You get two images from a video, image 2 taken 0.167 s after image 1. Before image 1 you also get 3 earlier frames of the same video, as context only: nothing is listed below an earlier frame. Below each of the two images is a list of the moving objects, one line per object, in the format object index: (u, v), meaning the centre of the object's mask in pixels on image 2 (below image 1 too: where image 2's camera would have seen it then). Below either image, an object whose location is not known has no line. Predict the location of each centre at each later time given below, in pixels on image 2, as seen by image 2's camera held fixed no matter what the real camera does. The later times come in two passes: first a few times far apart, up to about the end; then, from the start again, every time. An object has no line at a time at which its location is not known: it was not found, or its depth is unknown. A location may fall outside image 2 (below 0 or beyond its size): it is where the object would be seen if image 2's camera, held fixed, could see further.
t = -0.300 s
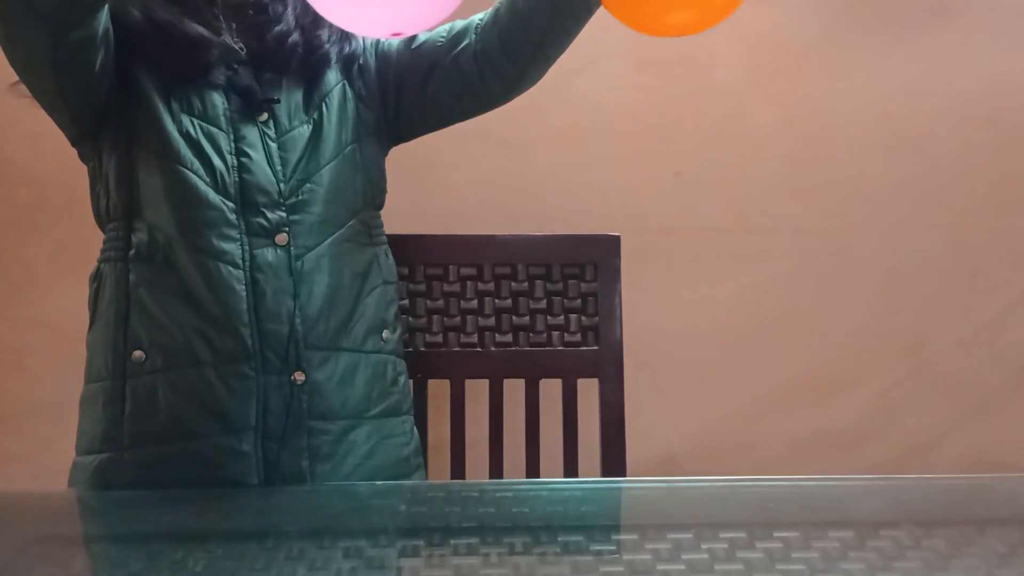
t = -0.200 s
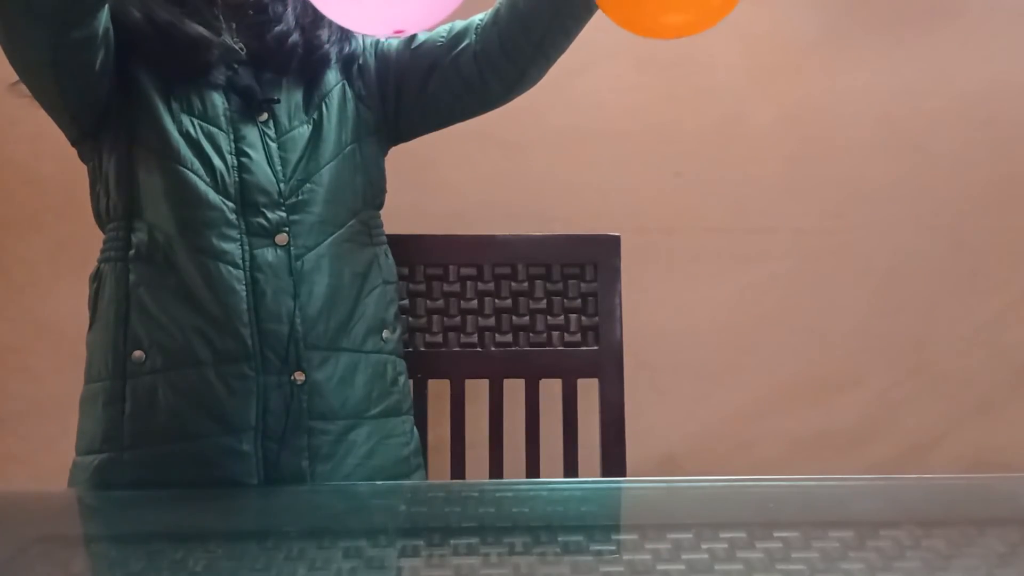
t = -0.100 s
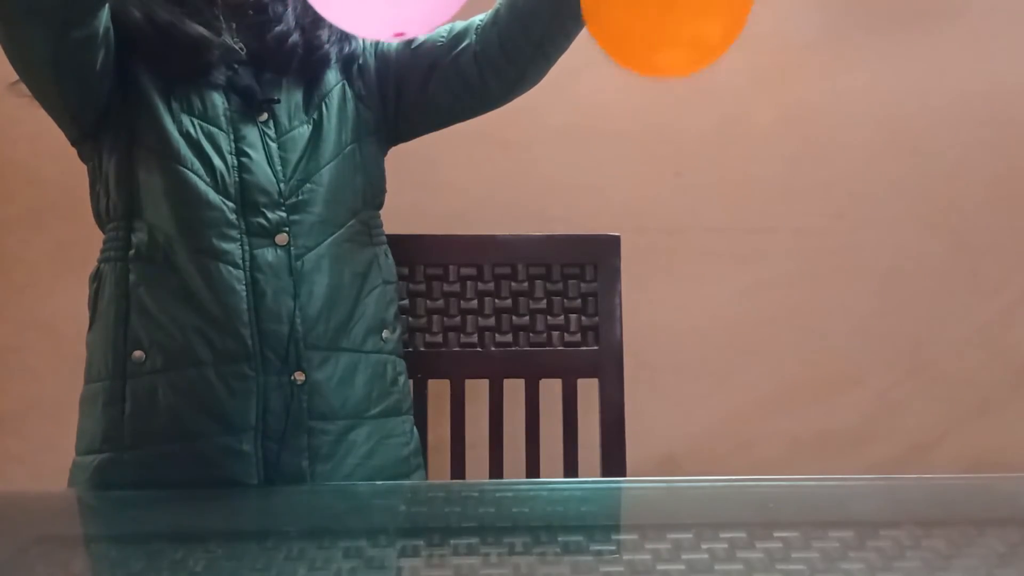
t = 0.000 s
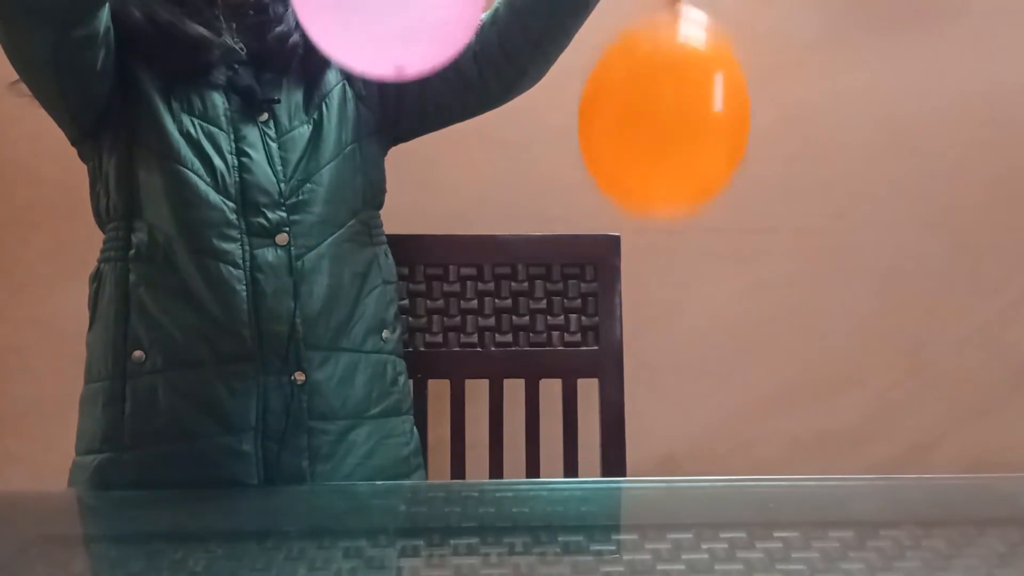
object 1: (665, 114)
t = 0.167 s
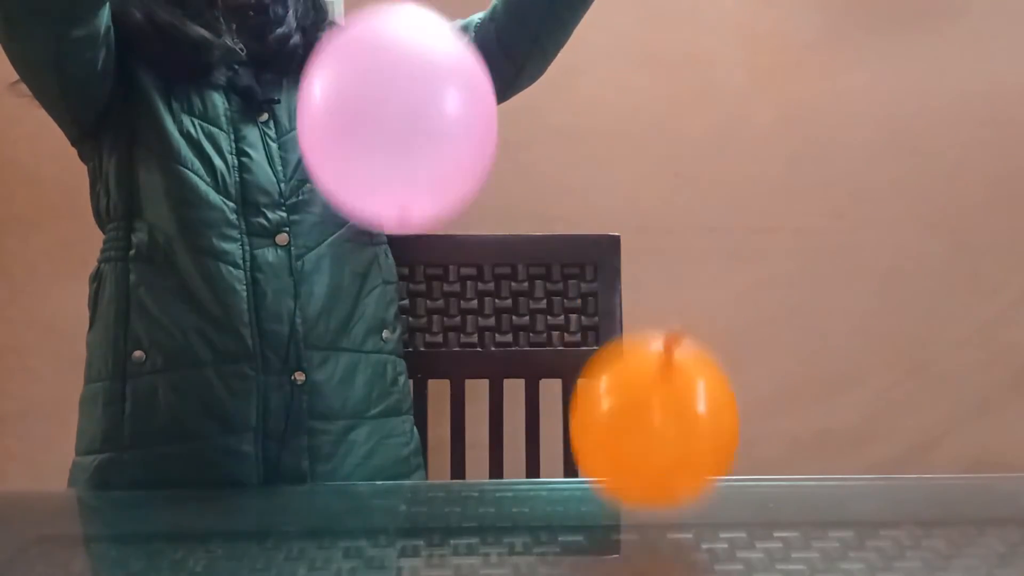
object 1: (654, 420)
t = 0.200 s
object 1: (652, 364)
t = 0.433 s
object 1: (641, 196)
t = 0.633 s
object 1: (638, 508)
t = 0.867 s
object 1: (776, 318)
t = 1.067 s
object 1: (855, 443)
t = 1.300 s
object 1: (848, 390)
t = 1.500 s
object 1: (826, 376)
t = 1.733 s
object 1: (768, 403)
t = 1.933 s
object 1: (699, 421)
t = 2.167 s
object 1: (663, 419)
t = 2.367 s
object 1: (664, 422)
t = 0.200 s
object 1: (652, 364)
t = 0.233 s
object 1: (650, 314)
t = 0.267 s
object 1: (650, 271)
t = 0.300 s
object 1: (648, 236)
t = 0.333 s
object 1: (647, 210)
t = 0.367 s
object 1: (645, 194)
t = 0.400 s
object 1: (643, 188)
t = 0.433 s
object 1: (641, 196)
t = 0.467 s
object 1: (640, 217)
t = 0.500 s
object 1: (639, 254)
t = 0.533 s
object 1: (638, 308)
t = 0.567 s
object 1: (637, 377)
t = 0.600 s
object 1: (638, 453)
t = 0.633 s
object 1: (638, 508)
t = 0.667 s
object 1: (657, 479)
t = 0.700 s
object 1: (677, 430)
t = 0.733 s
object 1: (696, 381)
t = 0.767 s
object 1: (715, 346)
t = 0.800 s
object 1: (736, 323)
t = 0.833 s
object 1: (757, 314)
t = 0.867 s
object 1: (776, 318)
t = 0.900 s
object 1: (795, 336)
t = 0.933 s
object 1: (814, 368)
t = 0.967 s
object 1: (831, 413)
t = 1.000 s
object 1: (846, 465)
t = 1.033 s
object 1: (856, 488)
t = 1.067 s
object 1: (855, 443)
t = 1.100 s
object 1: (855, 401)
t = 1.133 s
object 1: (853, 372)
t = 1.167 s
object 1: (852, 354)
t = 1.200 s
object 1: (852, 347)
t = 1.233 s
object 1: (851, 351)
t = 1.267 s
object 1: (849, 366)
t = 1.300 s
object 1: (848, 390)
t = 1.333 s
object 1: (846, 425)
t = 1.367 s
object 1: (845, 463)
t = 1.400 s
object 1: (841, 434)
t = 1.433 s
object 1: (836, 405)
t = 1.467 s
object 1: (831, 386)
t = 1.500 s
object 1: (826, 376)
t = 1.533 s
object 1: (820, 375)
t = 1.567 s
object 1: (814, 383)
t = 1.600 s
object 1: (808, 400)
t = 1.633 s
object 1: (802, 426)
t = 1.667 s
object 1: (794, 450)
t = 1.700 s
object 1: (781, 422)
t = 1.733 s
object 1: (768, 403)
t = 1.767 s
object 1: (755, 394)
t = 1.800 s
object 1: (742, 394)
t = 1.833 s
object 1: (729, 403)
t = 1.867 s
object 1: (718, 423)
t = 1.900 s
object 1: (706, 443)
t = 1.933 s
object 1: (699, 421)
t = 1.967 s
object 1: (692, 408)
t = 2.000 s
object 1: (686, 402)
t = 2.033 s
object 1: (679, 405)
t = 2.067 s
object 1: (673, 416)
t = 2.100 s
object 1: (667, 437)
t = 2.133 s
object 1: (664, 431)
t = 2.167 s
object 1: (663, 419)
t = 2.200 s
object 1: (663, 414)
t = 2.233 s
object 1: (663, 419)
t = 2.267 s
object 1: (662, 432)
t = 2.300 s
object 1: (662, 441)
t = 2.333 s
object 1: (663, 427)
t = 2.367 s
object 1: (664, 422)
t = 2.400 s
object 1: (665, 425)
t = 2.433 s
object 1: (666, 438)
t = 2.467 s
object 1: (666, 443)
